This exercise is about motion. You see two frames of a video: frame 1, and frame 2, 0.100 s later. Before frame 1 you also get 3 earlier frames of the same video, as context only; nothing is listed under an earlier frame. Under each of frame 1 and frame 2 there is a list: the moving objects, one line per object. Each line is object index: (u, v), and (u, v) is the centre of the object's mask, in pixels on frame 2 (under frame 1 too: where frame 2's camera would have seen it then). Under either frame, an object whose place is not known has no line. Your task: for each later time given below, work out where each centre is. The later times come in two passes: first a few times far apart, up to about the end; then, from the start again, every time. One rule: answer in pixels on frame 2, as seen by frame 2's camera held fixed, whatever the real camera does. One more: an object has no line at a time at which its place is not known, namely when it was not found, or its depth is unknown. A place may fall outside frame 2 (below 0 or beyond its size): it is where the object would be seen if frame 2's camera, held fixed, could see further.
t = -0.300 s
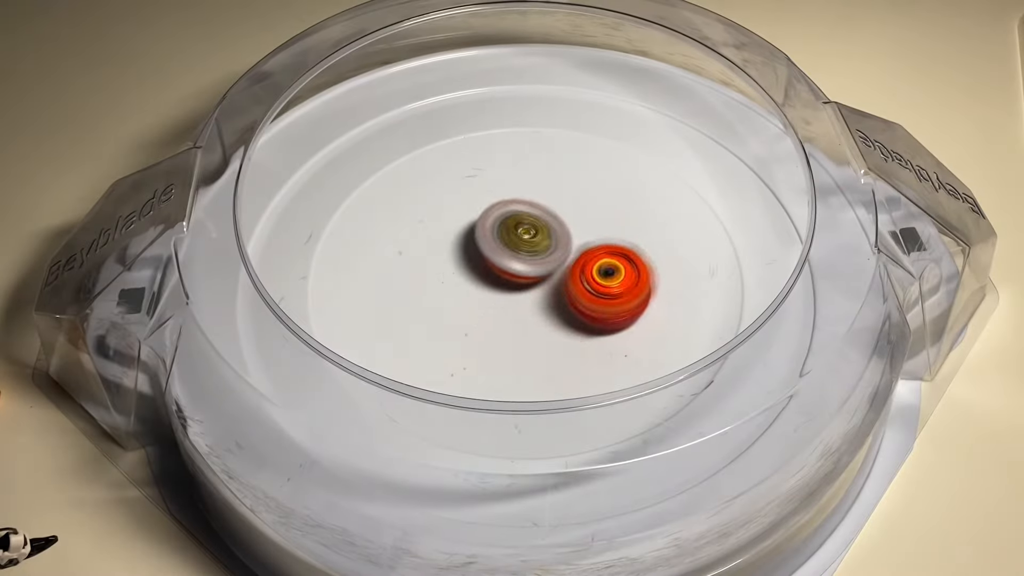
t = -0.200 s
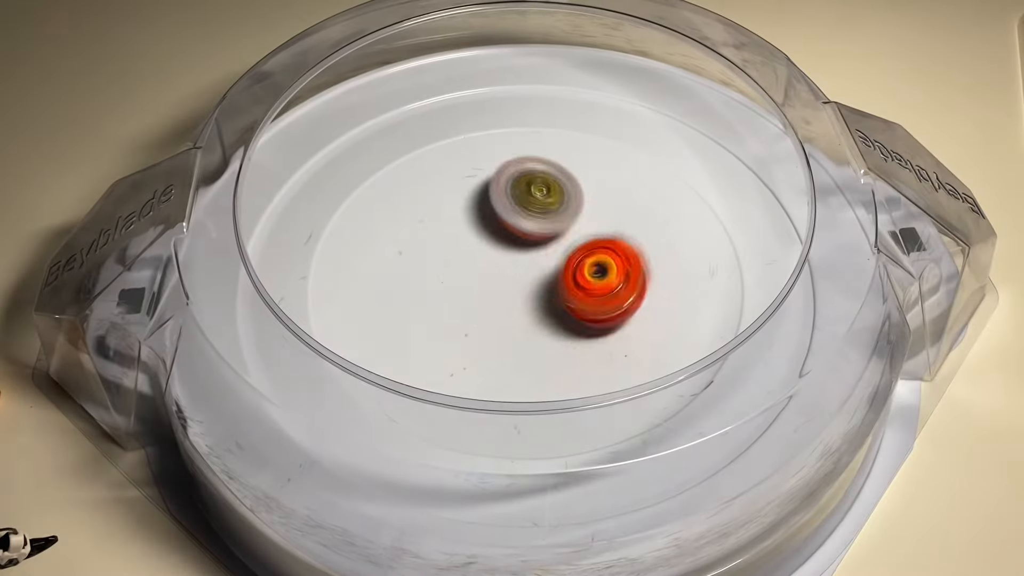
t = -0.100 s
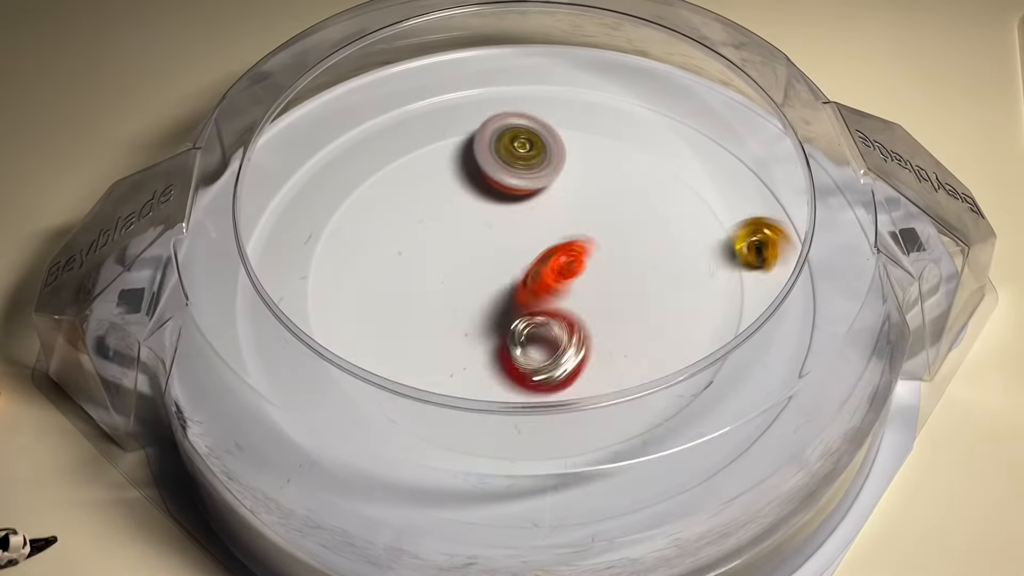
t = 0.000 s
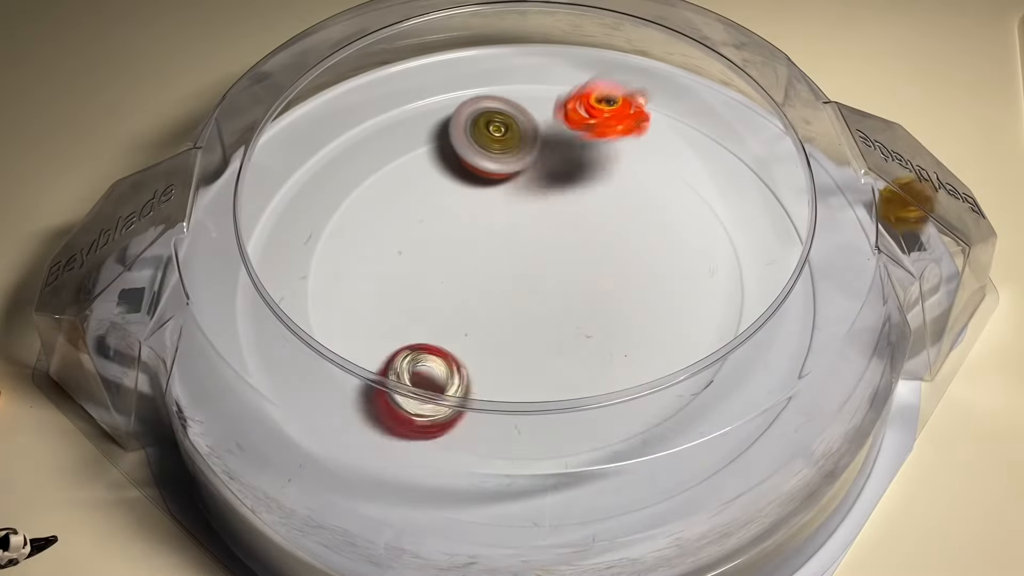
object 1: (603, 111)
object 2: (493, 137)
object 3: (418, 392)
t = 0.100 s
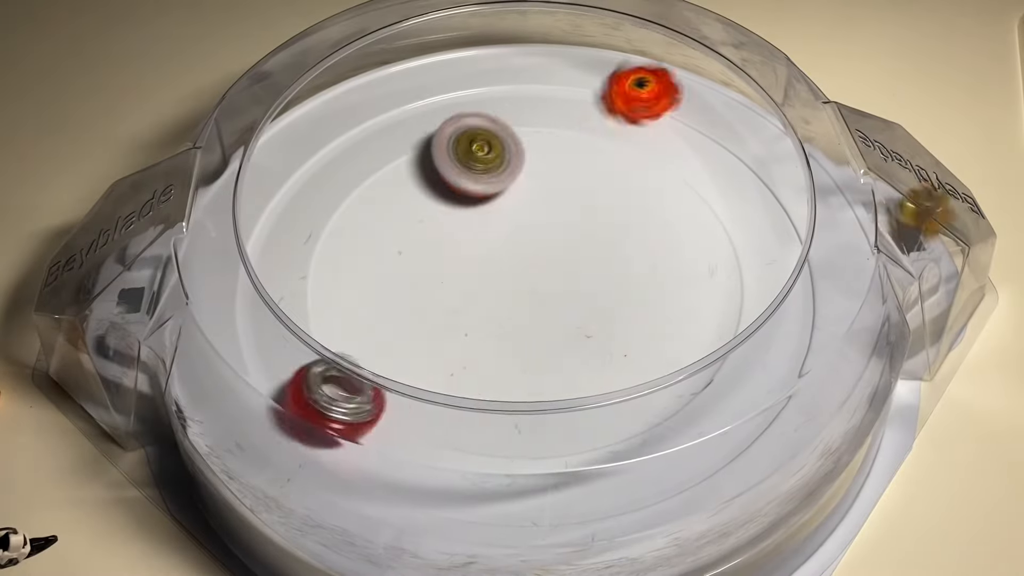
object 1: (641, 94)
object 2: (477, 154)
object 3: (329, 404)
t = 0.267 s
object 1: (606, 104)
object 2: (484, 241)
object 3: (272, 335)
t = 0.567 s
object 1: (538, 228)
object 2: (597, 308)
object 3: (433, 231)
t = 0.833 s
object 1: (573, 273)
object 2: (634, 228)
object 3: (496, 247)
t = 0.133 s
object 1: (639, 73)
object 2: (473, 169)
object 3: (315, 395)
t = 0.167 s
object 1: (629, 64)
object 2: (474, 184)
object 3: (299, 379)
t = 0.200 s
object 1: (624, 71)
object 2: (475, 203)
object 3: (286, 365)
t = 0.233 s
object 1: (614, 97)
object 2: (478, 222)
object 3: (278, 348)
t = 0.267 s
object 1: (606, 104)
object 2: (484, 241)
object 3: (272, 335)
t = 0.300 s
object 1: (595, 114)
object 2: (491, 259)
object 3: (277, 321)
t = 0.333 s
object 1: (589, 128)
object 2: (501, 275)
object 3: (285, 305)
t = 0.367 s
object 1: (583, 135)
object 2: (511, 291)
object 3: (295, 290)
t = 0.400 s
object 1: (576, 146)
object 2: (525, 303)
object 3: (310, 274)
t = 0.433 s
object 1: (569, 160)
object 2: (540, 309)
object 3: (326, 260)
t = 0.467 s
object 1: (561, 176)
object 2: (555, 316)
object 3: (350, 250)
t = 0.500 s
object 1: (553, 193)
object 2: (570, 317)
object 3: (376, 241)
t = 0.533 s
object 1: (545, 211)
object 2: (585, 315)
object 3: (405, 234)
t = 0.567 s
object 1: (538, 228)
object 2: (597, 308)
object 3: (433, 231)
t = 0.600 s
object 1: (543, 245)
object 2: (608, 301)
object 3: (454, 229)
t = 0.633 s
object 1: (556, 256)
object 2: (617, 290)
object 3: (468, 229)
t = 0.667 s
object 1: (560, 278)
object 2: (623, 274)
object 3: (481, 231)
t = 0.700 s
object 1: (562, 271)
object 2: (631, 269)
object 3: (493, 236)
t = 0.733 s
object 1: (567, 271)
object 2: (637, 258)
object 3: (497, 239)
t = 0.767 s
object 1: (571, 273)
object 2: (638, 247)
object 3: (498, 242)
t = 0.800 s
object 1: (572, 274)
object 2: (636, 237)
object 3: (499, 245)
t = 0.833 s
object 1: (573, 273)
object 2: (634, 228)
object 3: (496, 247)
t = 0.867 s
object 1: (574, 274)
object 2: (626, 220)
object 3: (496, 248)
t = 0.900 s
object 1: (575, 275)
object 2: (615, 214)
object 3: (496, 248)
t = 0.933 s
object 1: (577, 275)
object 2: (601, 208)
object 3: (496, 248)
